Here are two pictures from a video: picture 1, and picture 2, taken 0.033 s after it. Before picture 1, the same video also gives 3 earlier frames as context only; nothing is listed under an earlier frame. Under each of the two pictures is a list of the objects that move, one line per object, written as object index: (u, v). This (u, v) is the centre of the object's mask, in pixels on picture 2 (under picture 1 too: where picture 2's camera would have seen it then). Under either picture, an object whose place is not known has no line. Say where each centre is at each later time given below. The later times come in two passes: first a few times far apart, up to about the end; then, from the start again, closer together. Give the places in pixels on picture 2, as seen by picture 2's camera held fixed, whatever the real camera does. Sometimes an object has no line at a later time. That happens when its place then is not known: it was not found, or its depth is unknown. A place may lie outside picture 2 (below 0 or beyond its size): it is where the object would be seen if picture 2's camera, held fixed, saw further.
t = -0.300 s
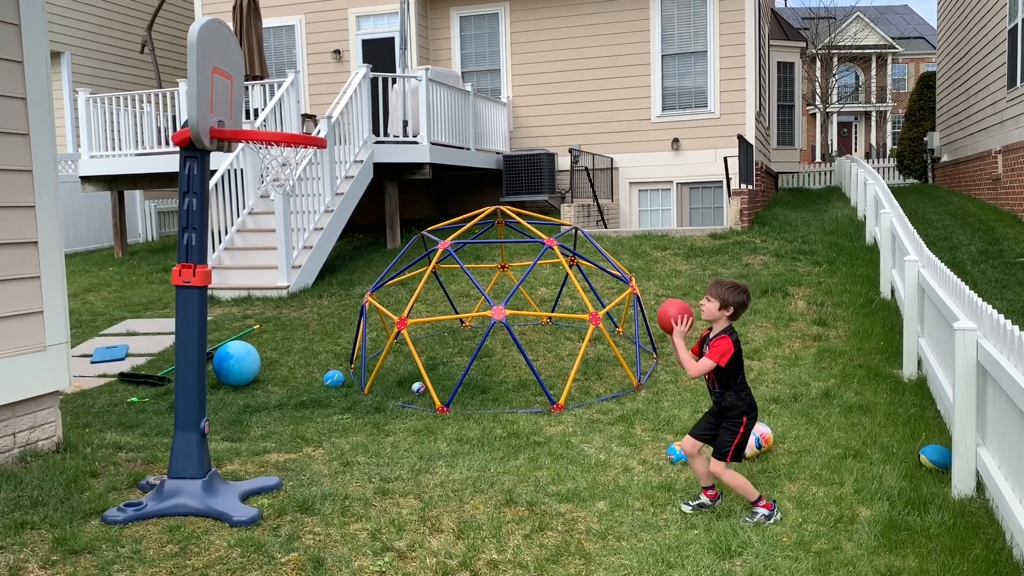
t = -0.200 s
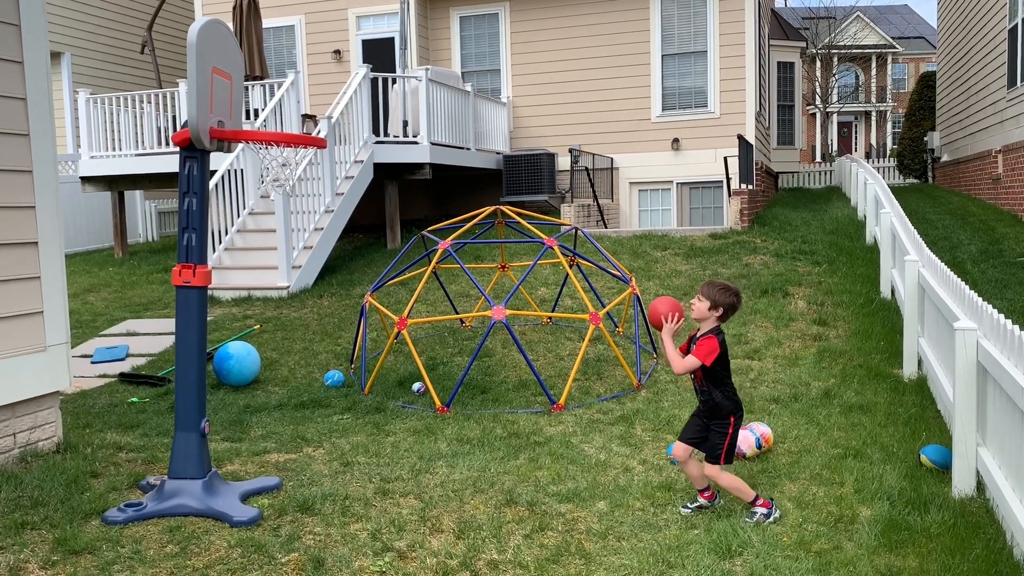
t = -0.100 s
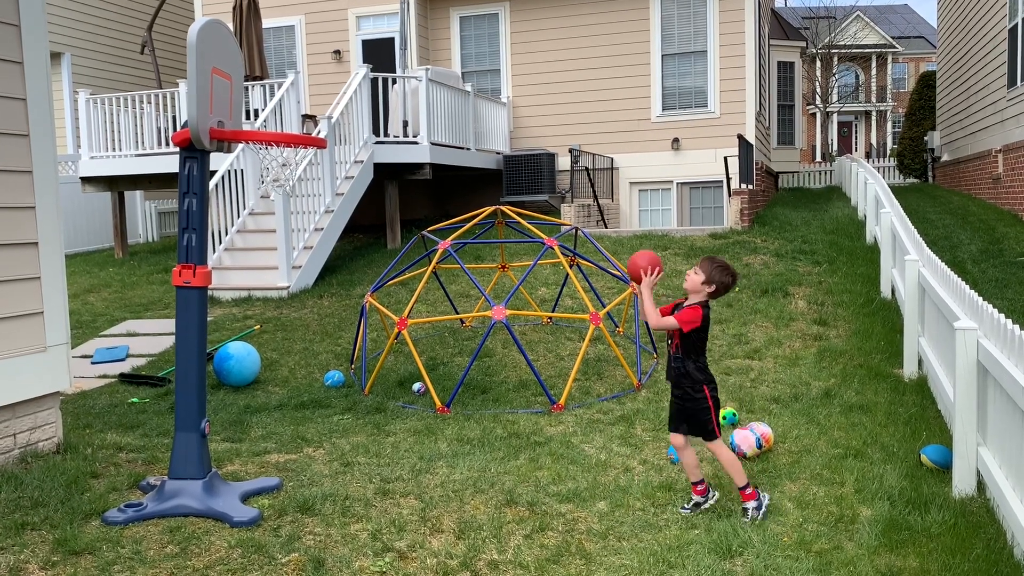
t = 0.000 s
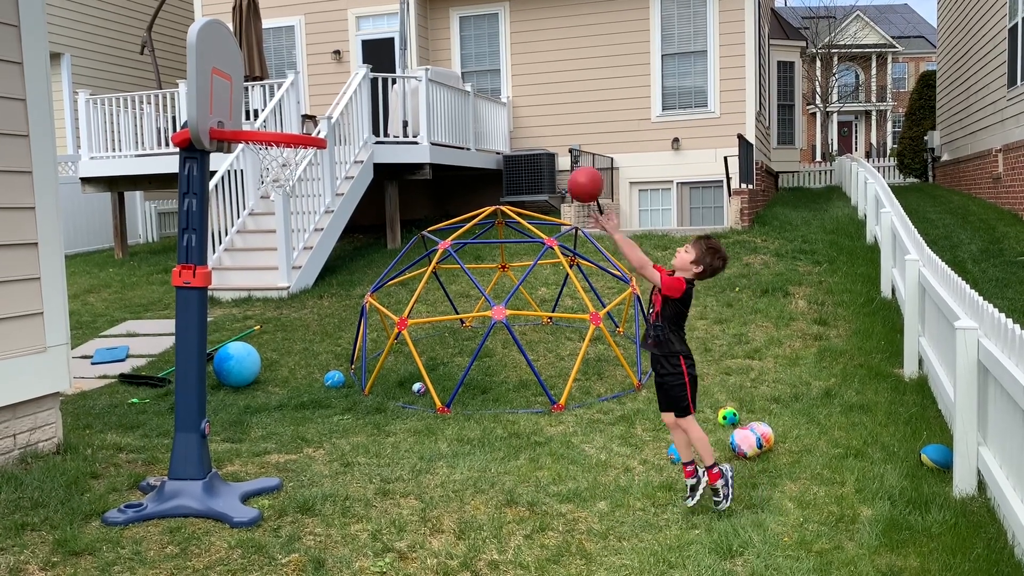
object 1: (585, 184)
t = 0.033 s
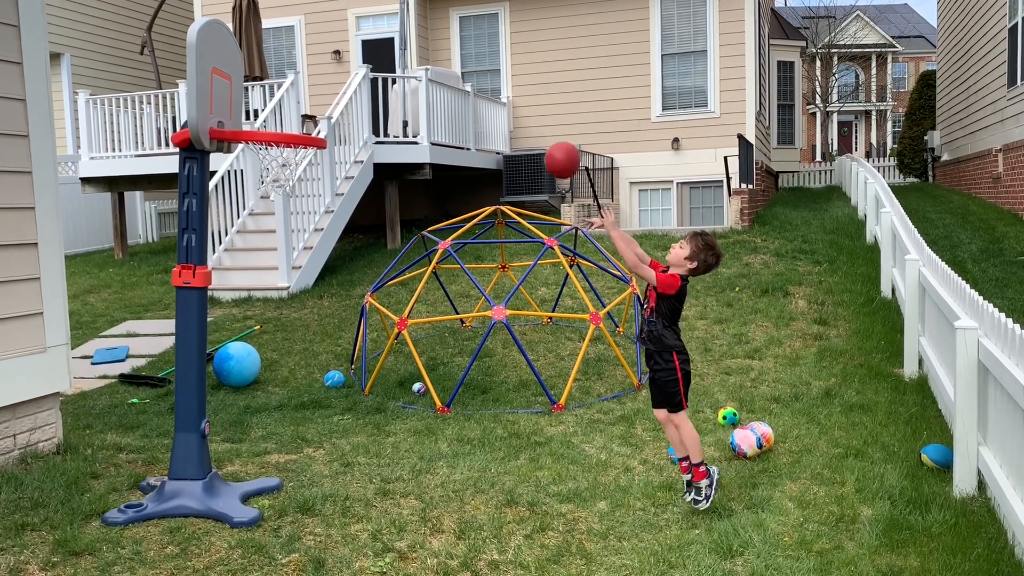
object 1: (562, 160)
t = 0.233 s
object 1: (428, 65)
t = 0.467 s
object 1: (280, 69)
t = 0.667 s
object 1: (289, 159)
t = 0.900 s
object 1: (293, 163)
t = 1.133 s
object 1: (270, 187)
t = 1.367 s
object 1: (275, 280)
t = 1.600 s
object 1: (290, 479)
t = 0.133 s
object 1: (494, 101)
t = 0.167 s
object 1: (472, 86)
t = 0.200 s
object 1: (450, 74)
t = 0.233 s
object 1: (428, 65)
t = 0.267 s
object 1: (406, 58)
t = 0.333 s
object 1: (363, 51)
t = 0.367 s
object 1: (342, 52)
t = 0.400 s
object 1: (321, 55)
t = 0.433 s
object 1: (301, 61)
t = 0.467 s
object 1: (280, 69)
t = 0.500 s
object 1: (260, 79)
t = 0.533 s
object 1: (240, 93)
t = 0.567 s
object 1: (247, 106)
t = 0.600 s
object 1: (261, 118)
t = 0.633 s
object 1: (276, 142)
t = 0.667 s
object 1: (289, 159)
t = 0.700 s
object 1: (296, 162)
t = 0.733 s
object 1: (298, 159)
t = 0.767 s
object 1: (298, 158)
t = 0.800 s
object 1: (298, 158)
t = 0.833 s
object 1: (298, 158)
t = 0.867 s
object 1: (296, 160)
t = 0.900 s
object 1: (293, 163)
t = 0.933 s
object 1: (288, 165)
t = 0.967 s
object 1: (283, 168)
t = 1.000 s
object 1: (278, 171)
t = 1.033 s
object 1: (275, 174)
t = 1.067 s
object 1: (272, 178)
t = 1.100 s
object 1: (271, 182)
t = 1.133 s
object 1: (270, 187)
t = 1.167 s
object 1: (271, 193)
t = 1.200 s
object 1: (271, 201)
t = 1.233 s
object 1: (272, 213)
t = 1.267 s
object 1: (273, 227)
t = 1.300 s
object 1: (273, 242)
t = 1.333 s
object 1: (274, 260)
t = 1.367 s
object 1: (275, 280)
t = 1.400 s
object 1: (276, 303)
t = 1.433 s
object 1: (278, 327)
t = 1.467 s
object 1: (280, 353)
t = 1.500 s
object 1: (282, 382)
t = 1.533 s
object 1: (285, 412)
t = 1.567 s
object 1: (287, 444)
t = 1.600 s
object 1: (290, 479)
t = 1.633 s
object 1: (290, 481)
